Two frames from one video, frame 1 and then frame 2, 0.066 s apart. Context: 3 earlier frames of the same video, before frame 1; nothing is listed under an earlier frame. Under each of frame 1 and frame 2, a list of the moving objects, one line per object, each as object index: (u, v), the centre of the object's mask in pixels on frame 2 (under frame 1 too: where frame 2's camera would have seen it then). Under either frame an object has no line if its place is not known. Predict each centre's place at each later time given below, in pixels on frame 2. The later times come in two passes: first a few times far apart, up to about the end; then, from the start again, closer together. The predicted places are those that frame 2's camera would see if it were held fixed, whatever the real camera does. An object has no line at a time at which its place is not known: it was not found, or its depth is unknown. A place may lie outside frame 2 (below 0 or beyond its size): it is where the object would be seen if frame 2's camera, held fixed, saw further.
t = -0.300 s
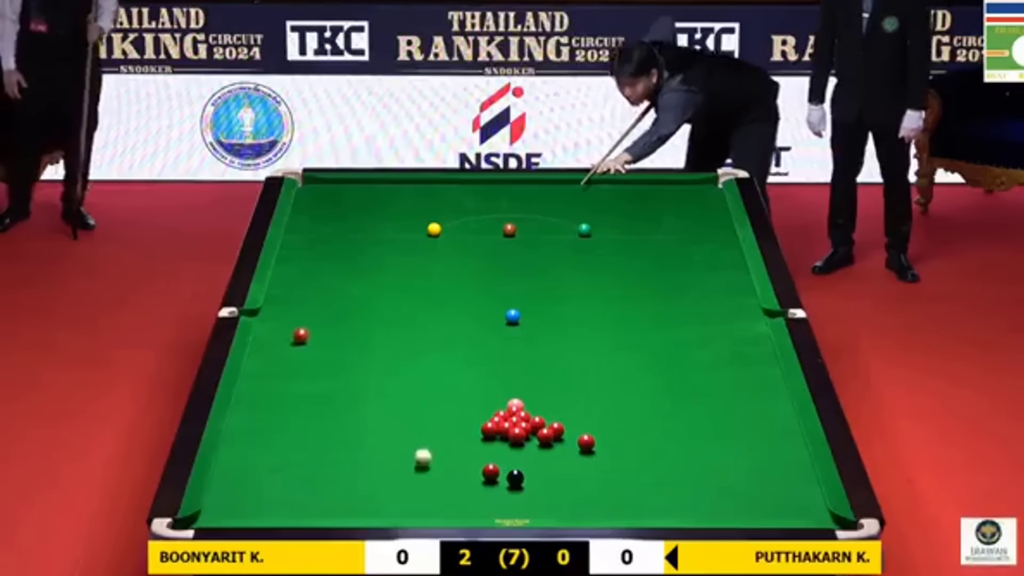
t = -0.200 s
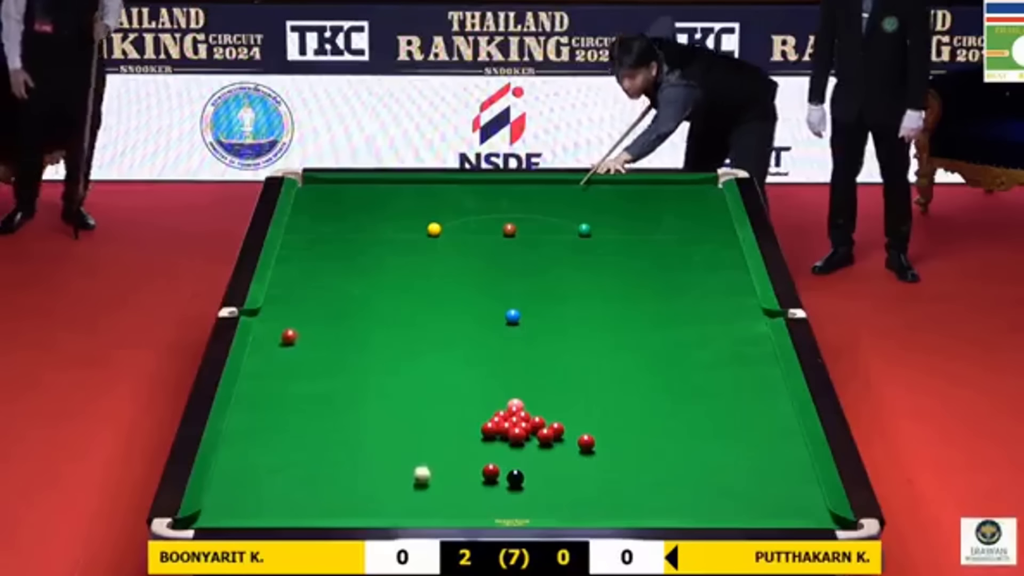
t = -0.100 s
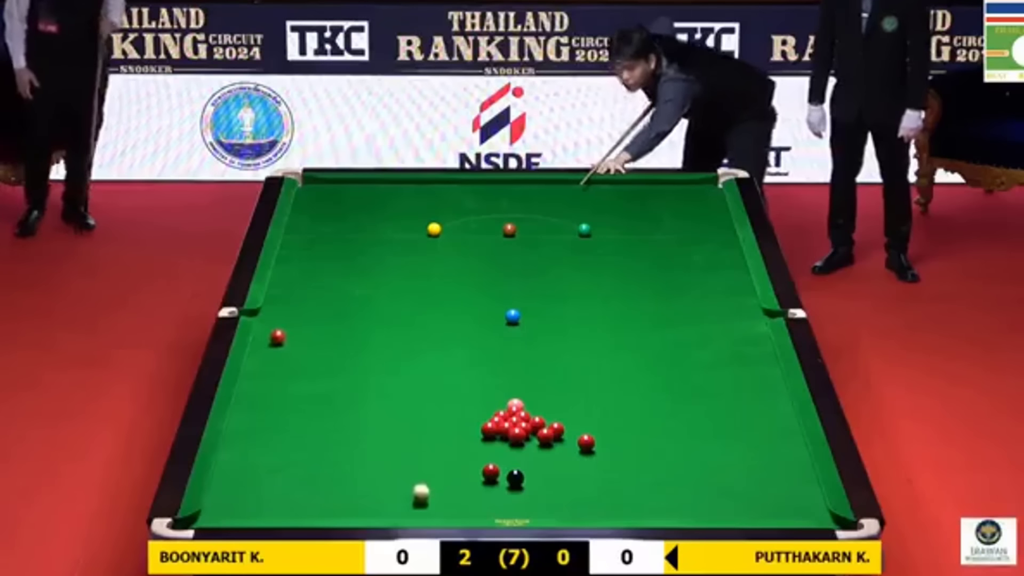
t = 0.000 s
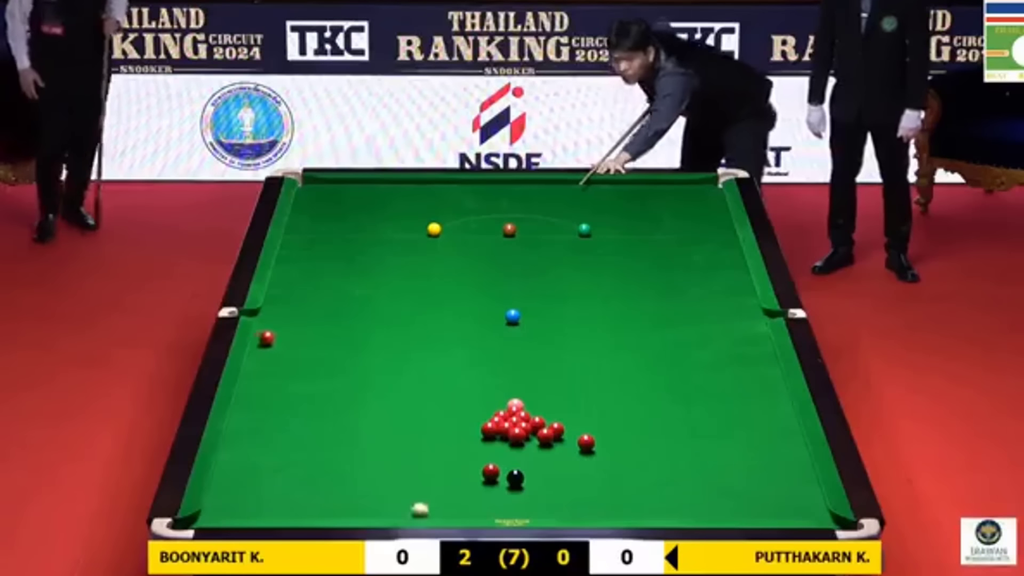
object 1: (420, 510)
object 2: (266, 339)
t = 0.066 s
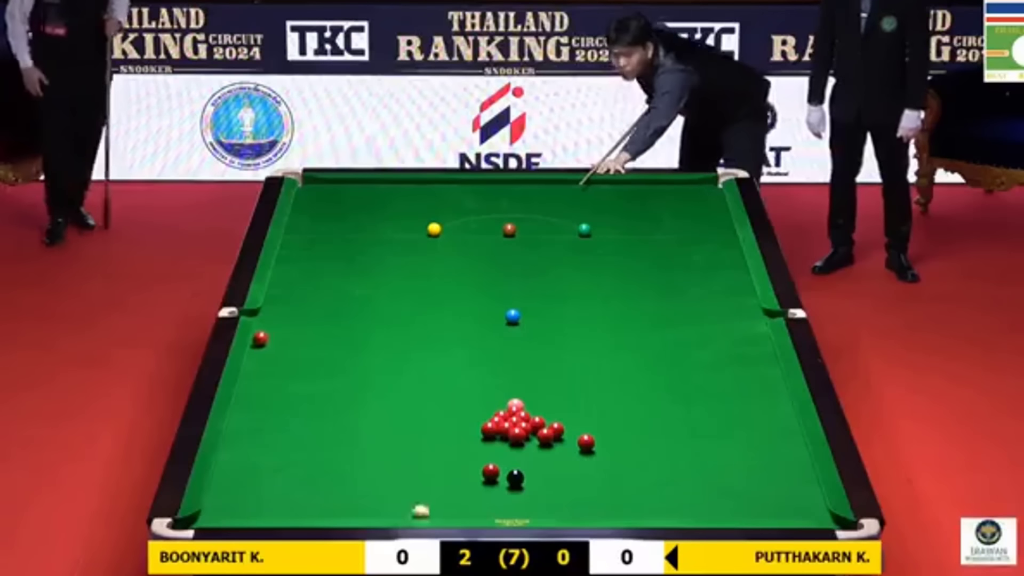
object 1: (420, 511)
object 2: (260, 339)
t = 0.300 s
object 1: (424, 484)
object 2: (274, 340)
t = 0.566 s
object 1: (429, 458)
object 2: (288, 342)
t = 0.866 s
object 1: (433, 429)
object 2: (303, 343)
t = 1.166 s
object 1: (436, 404)
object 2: (315, 344)
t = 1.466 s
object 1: (440, 379)
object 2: (327, 346)
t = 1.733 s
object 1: (443, 360)
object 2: (334, 346)
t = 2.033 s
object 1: (446, 339)
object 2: (341, 348)
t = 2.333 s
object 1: (449, 321)
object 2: (346, 348)
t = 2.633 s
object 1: (452, 305)
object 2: (350, 349)
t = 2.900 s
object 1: (454, 292)
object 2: (351, 348)
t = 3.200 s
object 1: (456, 277)
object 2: (352, 349)
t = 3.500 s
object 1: (458, 265)
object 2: (352, 349)
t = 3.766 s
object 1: (459, 254)
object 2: (352, 349)
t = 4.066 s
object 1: (462, 243)
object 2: (352, 349)
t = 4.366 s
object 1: (464, 234)
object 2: (352, 349)
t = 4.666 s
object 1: (465, 225)
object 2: (352, 349)
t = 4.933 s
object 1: (466, 216)
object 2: (352, 349)
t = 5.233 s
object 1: (467, 208)
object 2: (352, 349)
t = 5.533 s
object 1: (468, 201)
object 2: (352, 349)
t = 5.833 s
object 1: (469, 194)
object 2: (352, 349)
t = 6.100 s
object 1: (469, 189)
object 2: (352, 349)
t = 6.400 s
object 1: (470, 183)
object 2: (352, 349)
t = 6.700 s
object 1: (471, 182)
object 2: (352, 349)
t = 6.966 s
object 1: (471, 184)
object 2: (352, 349)
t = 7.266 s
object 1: (471, 186)
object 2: (352, 349)
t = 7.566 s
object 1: (471, 188)
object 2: (352, 349)
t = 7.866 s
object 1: (472, 189)
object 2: (352, 349)
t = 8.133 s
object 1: (473, 190)
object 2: (352, 349)
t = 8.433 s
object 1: (474, 190)
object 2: (352, 349)
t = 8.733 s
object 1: (474, 190)
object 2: (352, 349)
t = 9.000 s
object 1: (474, 190)
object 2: (352, 349)
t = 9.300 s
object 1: (473, 191)
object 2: (352, 349)
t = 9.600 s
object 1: (473, 191)
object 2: (352, 349)
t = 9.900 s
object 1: (473, 191)
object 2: (352, 349)
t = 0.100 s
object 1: (421, 508)
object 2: (262, 339)
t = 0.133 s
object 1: (422, 503)
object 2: (264, 340)
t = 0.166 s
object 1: (422, 500)
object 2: (266, 340)
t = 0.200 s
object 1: (423, 495)
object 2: (269, 340)
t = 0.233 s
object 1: (424, 491)
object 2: (271, 340)
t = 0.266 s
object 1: (424, 489)
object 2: (272, 340)
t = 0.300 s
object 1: (424, 484)
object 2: (274, 340)
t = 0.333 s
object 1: (425, 480)
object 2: (276, 340)
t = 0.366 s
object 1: (426, 478)
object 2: (278, 341)
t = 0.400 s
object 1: (426, 474)
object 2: (280, 341)
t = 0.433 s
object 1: (427, 469)
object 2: (282, 341)
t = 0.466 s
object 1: (427, 467)
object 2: (283, 341)
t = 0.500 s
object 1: (428, 463)
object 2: (285, 342)
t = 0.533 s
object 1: (429, 459)
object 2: (287, 341)
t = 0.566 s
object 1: (429, 458)
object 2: (288, 342)
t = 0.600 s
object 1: (429, 454)
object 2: (290, 342)
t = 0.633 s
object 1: (430, 450)
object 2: (292, 342)
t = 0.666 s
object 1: (430, 448)
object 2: (293, 342)
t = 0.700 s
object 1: (431, 444)
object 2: (295, 343)
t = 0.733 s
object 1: (431, 440)
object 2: (297, 343)
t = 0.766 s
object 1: (431, 439)
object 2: (298, 343)
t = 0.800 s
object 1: (432, 435)
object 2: (300, 343)
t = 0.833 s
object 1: (432, 431)
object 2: (302, 343)
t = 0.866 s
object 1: (433, 429)
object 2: (303, 343)
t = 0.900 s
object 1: (433, 426)
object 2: (305, 344)
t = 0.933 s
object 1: (434, 422)
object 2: (306, 344)
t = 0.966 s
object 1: (434, 421)
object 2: (307, 344)
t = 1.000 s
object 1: (435, 417)
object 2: (309, 344)
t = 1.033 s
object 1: (435, 414)
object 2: (311, 344)
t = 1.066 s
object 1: (435, 412)
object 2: (311, 344)
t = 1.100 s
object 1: (436, 409)
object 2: (313, 344)
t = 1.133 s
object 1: (436, 405)
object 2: (314, 344)
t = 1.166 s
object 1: (436, 404)
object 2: (315, 344)
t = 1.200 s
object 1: (437, 400)
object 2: (317, 344)
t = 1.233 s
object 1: (437, 396)
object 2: (319, 345)
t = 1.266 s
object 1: (438, 394)
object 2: (320, 345)
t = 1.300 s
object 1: (438, 391)
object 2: (321, 345)
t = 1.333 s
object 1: (439, 388)
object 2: (323, 345)
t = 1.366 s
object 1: (439, 386)
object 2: (323, 345)
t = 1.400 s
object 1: (439, 385)
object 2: (324, 345)
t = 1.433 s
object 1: (440, 380)
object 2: (326, 346)
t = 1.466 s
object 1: (440, 379)
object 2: (327, 346)
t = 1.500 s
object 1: (441, 376)
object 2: (328, 346)
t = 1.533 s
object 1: (440, 373)
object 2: (329, 346)
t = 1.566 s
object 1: (441, 371)
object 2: (330, 346)
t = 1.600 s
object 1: (441, 368)
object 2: (331, 346)
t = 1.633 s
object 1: (442, 366)
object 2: (332, 346)
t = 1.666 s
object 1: (442, 365)
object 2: (332, 346)
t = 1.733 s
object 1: (443, 360)
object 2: (334, 346)
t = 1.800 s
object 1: (443, 359)
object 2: (335, 346)
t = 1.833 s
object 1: (444, 354)
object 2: (337, 347)
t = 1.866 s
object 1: (444, 351)
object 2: (338, 347)
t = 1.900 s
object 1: (444, 348)
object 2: (338, 347)
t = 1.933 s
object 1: (445, 345)
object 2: (339, 347)
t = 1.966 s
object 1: (445, 345)
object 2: (340, 347)
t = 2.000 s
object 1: (446, 342)
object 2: (340, 348)
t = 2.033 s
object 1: (446, 339)
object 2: (341, 348)
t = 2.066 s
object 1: (446, 338)
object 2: (342, 348)
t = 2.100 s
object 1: (447, 336)
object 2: (342, 348)
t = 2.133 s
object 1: (447, 333)
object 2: (343, 348)
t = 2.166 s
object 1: (447, 332)
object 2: (344, 348)
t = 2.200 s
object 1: (447, 329)
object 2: (344, 348)
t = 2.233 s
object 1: (448, 327)
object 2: (345, 348)
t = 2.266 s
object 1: (448, 326)
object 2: (345, 348)
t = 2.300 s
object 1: (449, 324)
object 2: (346, 348)
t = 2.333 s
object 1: (449, 321)
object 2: (346, 348)
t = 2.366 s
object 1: (449, 320)
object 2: (347, 348)
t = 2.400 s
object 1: (449, 318)
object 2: (347, 348)
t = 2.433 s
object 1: (450, 316)
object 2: (348, 348)
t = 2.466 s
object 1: (450, 314)
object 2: (348, 348)
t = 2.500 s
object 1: (450, 312)
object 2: (348, 348)
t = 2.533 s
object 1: (451, 310)
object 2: (349, 349)
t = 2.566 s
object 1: (451, 309)
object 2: (349, 349)
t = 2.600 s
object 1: (451, 307)
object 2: (349, 349)
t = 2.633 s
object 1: (452, 305)
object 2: (350, 349)
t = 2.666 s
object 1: (452, 304)
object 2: (350, 349)
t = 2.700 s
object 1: (452, 302)
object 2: (350, 349)
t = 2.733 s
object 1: (452, 299)
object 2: (350, 349)
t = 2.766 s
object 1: (452, 299)
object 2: (351, 349)
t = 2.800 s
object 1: (453, 296)
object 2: (351, 348)
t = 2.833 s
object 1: (453, 295)
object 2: (351, 349)
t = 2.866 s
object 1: (453, 294)
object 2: (351, 348)
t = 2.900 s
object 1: (454, 292)
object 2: (351, 348)
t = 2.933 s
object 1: (454, 290)
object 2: (351, 349)
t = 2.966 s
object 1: (454, 289)
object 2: (351, 349)
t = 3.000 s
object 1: (454, 287)
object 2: (351, 349)
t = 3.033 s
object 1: (455, 285)
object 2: (352, 349)
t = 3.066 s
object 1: (455, 284)
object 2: (352, 349)
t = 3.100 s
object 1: (455, 282)
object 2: (352, 349)
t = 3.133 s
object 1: (455, 280)
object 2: (352, 349)
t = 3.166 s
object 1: (455, 279)
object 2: (352, 349)
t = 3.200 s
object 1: (456, 277)
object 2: (352, 349)
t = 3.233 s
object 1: (456, 276)
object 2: (352, 349)
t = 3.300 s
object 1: (456, 273)
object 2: (352, 349)
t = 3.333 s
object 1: (457, 271)
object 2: (352, 349)
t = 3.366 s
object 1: (457, 271)
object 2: (352, 349)
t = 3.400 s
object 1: (457, 269)
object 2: (352, 349)
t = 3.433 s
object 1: (458, 267)
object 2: (352, 349)
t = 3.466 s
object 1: (458, 266)
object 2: (352, 349)
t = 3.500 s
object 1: (458, 265)
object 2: (352, 349)
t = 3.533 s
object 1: (458, 263)
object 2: (352, 349)
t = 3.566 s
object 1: (458, 262)
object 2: (352, 349)
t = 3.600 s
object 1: (459, 261)
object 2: (352, 349)
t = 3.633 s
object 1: (459, 260)
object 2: (352, 349)
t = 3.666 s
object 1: (459, 258)
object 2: (352, 349)
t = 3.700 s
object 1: (459, 256)
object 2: (352, 349)
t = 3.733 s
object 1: (459, 255)
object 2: (352, 349)
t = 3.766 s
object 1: (459, 254)
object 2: (352, 349)
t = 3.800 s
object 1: (460, 252)
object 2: (352, 349)
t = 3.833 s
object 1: (460, 251)
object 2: (352, 349)
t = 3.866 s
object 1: (460, 250)
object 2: (352, 349)
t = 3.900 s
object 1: (461, 249)
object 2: (352, 349)
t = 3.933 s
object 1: (461, 248)
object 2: (352, 349)
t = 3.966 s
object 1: (461, 247)
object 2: (352, 349)
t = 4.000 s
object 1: (461, 245)
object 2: (352, 349)
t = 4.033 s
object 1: (461, 245)
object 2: (352, 349)
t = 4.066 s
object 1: (462, 243)
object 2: (352, 349)
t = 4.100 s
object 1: (462, 242)
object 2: (352, 349)
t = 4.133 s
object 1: (462, 240)
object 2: (352, 349)
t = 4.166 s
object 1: (462, 240)
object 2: (352, 349)
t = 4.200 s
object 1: (463, 238)
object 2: (352, 349)
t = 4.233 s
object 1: (463, 237)
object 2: (352, 349)
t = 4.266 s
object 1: (463, 236)
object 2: (352, 349)
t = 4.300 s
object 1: (463, 235)
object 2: (352, 349)
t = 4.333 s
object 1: (463, 234)
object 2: (352, 349)
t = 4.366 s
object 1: (464, 234)
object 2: (352, 349)
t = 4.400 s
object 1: (463, 233)
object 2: (352, 349)
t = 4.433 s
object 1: (464, 231)
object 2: (352, 349)
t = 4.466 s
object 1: (464, 230)
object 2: (352, 349)
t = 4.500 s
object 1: (464, 229)
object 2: (352, 349)
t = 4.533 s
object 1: (464, 228)
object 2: (352, 349)
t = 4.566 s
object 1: (464, 227)
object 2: (352, 349)
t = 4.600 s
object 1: (465, 226)
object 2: (352, 349)
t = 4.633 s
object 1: (465, 225)
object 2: (352, 349)
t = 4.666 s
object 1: (465, 225)
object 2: (352, 349)
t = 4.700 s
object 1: (465, 223)
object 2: (352, 349)
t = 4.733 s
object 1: (465, 222)
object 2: (352, 349)
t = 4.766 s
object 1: (465, 221)
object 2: (352, 349)
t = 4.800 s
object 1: (466, 220)
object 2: (352, 349)
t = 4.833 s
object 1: (466, 219)
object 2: (352, 349)
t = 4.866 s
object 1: (466, 218)
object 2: (352, 349)
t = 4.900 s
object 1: (466, 217)
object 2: (352, 349)
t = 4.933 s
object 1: (466, 216)
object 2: (352, 349)
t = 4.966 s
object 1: (466, 216)
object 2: (352, 349)
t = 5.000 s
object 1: (466, 215)
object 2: (352, 349)
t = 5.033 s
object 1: (467, 213)
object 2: (352, 349)
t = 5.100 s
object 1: (467, 211)
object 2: (352, 349)
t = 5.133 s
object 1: (467, 211)
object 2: (352, 349)
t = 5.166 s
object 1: (467, 210)
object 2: (352, 349)
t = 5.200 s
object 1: (467, 209)
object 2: (352, 349)
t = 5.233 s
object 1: (467, 208)
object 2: (352, 349)
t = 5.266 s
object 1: (468, 207)
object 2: (352, 349)
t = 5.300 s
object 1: (468, 207)
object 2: (352, 349)
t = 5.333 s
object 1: (468, 205)
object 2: (352, 349)
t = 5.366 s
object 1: (468, 205)
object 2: (352, 349)
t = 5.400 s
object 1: (468, 204)
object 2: (352, 349)
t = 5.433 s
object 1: (468, 203)
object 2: (352, 349)
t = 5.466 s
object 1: (468, 203)
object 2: (352, 349)
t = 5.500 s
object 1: (468, 202)
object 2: (352, 349)
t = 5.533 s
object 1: (468, 201)
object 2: (352, 349)
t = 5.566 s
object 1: (468, 200)
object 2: (352, 349)
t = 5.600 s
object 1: (469, 199)
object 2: (352, 349)
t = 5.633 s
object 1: (469, 199)
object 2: (352, 349)
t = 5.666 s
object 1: (469, 198)
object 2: (352, 349)
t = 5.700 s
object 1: (469, 197)
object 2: (352, 349)
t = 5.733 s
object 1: (469, 196)
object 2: (352, 349)
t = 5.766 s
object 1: (469, 196)
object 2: (352, 349)
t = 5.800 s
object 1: (469, 195)
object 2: (352, 349)
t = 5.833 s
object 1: (469, 194)
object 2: (352, 349)
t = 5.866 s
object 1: (469, 194)
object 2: (352, 349)
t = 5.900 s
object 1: (469, 193)
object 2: (352, 349)
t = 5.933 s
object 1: (469, 192)
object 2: (352, 349)
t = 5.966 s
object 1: (469, 192)
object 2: (352, 349)
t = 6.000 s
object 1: (469, 191)
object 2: (352, 349)
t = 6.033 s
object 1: (469, 190)
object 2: (352, 349)
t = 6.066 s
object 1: (469, 190)
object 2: (352, 349)
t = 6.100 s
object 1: (469, 189)
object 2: (352, 349)
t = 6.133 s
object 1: (469, 188)
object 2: (352, 349)
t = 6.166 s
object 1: (470, 188)
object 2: (352, 349)
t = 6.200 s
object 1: (470, 187)
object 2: (352, 349)
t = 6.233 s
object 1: (470, 187)
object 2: (352, 349)
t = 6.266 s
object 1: (470, 186)
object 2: (352, 349)
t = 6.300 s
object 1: (470, 185)
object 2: (352, 349)
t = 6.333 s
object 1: (470, 185)
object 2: (352, 349)
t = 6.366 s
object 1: (470, 185)
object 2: (352, 349)
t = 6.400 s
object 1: (470, 183)
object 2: (352, 349)
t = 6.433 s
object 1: (470, 183)
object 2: (352, 349)
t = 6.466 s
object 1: (470, 182)
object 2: (352, 349)
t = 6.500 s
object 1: (471, 182)
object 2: (352, 349)
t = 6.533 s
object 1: (471, 181)
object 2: (352, 349)
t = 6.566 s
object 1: (471, 181)
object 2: (352, 349)
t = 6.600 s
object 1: (471, 181)
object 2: (352, 349)
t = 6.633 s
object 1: (471, 181)
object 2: (352, 349)
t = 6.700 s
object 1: (471, 182)
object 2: (352, 349)
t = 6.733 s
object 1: (471, 182)
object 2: (352, 349)
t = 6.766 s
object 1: (471, 182)
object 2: (352, 349)
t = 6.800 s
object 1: (471, 183)
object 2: (352, 349)
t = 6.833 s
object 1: (471, 183)
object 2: (352, 349)
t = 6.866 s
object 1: (471, 184)
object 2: (352, 349)
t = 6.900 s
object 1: (471, 184)
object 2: (352, 349)
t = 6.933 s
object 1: (471, 184)
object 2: (352, 349)
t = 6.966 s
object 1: (471, 184)
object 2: (352, 349)
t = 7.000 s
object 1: (471, 184)
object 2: (352, 349)
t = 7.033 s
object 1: (471, 185)
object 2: (352, 349)
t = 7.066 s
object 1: (471, 185)
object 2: (352, 349)
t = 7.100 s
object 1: (471, 185)
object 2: (352, 349)
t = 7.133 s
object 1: (471, 185)
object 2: (352, 349)
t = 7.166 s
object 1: (471, 186)
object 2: (352, 349)
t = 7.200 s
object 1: (471, 186)
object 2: (352, 349)
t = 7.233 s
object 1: (471, 186)
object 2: (352, 349)
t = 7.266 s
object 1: (471, 186)
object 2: (352, 349)
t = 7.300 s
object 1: (471, 187)
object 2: (352, 349)
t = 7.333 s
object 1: (471, 187)
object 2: (352, 349)
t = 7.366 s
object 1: (471, 187)
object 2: (352, 349)
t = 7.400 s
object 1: (471, 187)
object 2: (352, 349)
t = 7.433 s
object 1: (471, 188)
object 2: (352, 349)
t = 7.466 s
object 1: (471, 188)
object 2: (352, 349)
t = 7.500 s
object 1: (471, 188)
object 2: (352, 349)
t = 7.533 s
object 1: (471, 188)
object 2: (352, 349)
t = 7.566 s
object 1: (471, 188)
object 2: (352, 349)
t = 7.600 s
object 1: (472, 188)
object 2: (352, 349)
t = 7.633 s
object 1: (472, 188)
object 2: (352, 349)
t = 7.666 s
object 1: (472, 188)
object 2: (352, 349)
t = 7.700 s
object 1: (472, 188)
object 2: (352, 349)
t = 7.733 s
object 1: (472, 189)
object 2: (352, 349)
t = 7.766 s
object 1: (472, 189)
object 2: (352, 349)
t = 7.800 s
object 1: (472, 189)
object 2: (352, 349)
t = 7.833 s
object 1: (472, 189)
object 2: (352, 349)
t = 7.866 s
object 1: (472, 189)
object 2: (352, 349)
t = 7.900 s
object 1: (472, 189)
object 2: (352, 349)
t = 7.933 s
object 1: (472, 189)
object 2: (352, 349)
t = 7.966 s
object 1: (472, 190)
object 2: (352, 349)
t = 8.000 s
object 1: (473, 190)
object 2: (352, 349)
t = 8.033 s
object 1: (473, 190)
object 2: (352, 349)
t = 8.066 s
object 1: (473, 190)
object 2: (352, 349)
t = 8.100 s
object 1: (473, 190)
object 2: (352, 349)
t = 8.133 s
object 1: (473, 190)
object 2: (352, 349)
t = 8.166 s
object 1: (473, 190)
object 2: (352, 349)
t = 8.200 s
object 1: (473, 190)
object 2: (352, 349)
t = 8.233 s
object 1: (473, 190)
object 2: (352, 349)
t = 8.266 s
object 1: (473, 190)
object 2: (352, 349)
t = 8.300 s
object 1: (473, 190)
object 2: (352, 349)
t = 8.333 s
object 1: (473, 190)
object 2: (352, 348)
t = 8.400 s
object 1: (473, 190)
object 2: (352, 349)
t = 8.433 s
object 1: (474, 190)
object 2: (352, 349)
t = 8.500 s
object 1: (474, 190)
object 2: (352, 349)
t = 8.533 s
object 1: (474, 190)
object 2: (352, 349)
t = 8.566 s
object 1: (474, 190)
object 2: (352, 349)
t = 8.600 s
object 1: (474, 190)
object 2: (352, 349)
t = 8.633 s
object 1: (474, 190)
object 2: (352, 349)
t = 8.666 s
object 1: (474, 190)
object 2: (352, 349)
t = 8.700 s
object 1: (474, 190)
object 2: (352, 349)
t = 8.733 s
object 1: (474, 190)
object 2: (352, 349)
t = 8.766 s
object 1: (473, 190)
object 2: (352, 349)
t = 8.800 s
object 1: (474, 190)
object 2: (352, 349)
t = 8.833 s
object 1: (473, 190)
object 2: (352, 349)
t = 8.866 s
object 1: (474, 190)
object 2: (352, 349)
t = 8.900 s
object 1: (474, 190)
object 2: (352, 349)
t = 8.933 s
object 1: (474, 190)
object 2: (352, 349)
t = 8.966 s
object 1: (474, 190)
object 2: (352, 349)
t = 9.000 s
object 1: (474, 190)
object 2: (352, 349)
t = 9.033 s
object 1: (473, 191)
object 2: (352, 349)
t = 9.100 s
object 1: (473, 191)
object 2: (352, 349)
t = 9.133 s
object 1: (473, 191)
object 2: (352, 349)
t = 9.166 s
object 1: (473, 191)
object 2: (352, 349)
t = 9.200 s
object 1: (473, 191)
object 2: (352, 349)
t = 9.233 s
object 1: (473, 191)
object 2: (352, 349)
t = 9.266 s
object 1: (473, 191)
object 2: (352, 349)
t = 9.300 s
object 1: (473, 191)
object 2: (352, 349)
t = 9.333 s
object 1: (473, 191)
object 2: (352, 349)
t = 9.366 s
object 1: (473, 191)
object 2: (352, 349)
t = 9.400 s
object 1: (473, 191)
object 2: (352, 349)
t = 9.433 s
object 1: (473, 191)
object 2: (352, 349)
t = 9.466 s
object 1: (473, 191)
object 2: (352, 349)
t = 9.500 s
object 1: (473, 191)
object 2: (352, 349)
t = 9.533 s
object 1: (473, 191)
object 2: (352, 349)
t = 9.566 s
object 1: (473, 191)
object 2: (352, 349)
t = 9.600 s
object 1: (473, 191)
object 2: (352, 349)
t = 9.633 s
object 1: (473, 191)
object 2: (352, 349)
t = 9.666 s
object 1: (473, 191)
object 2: (352, 349)
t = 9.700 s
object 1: (473, 191)
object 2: (352, 349)
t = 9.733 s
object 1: (473, 191)
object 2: (352, 349)
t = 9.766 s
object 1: (473, 191)
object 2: (352, 349)
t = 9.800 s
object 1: (473, 191)
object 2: (352, 349)
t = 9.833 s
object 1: (473, 191)
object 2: (352, 349)
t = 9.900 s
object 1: (473, 191)
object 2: (352, 349)
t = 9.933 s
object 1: (473, 191)
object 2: (352, 349)
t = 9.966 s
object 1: (473, 191)
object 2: (352, 349)
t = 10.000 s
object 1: (473, 191)
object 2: (352, 349)
